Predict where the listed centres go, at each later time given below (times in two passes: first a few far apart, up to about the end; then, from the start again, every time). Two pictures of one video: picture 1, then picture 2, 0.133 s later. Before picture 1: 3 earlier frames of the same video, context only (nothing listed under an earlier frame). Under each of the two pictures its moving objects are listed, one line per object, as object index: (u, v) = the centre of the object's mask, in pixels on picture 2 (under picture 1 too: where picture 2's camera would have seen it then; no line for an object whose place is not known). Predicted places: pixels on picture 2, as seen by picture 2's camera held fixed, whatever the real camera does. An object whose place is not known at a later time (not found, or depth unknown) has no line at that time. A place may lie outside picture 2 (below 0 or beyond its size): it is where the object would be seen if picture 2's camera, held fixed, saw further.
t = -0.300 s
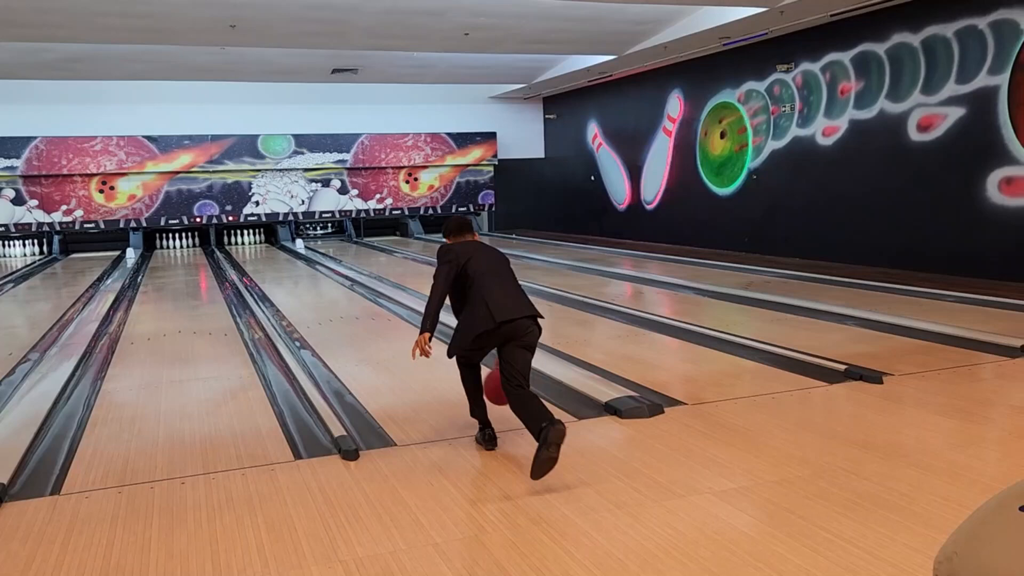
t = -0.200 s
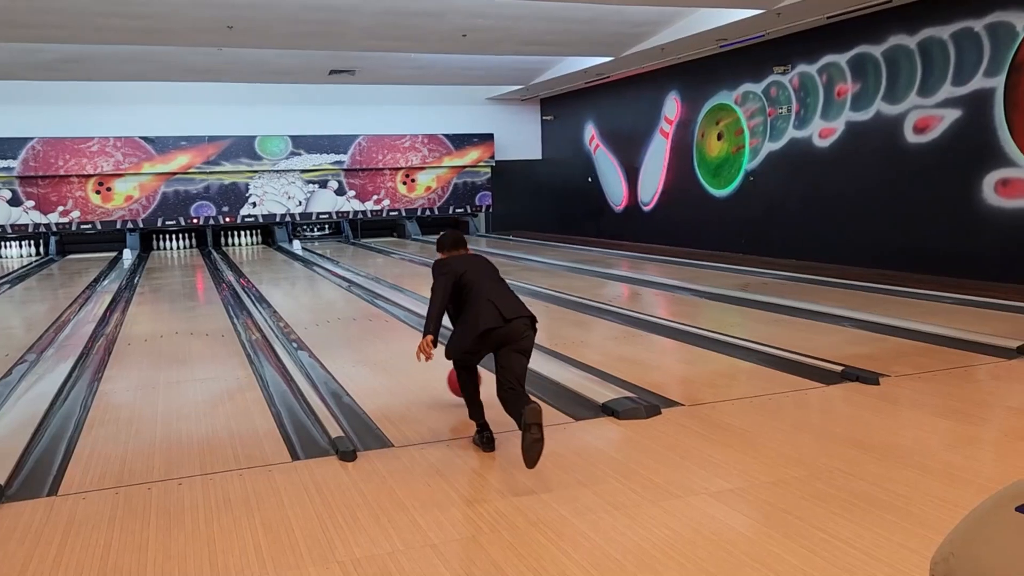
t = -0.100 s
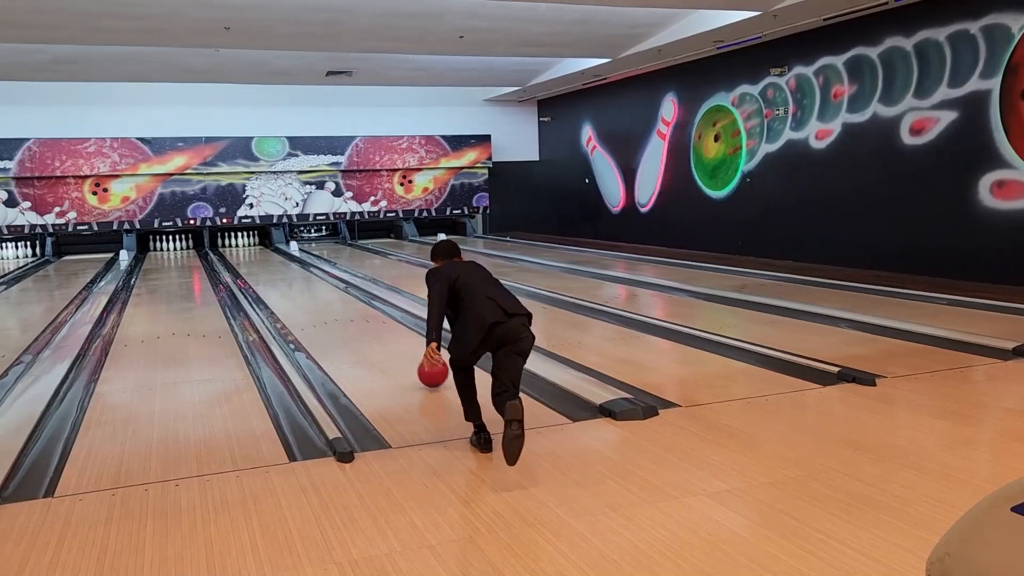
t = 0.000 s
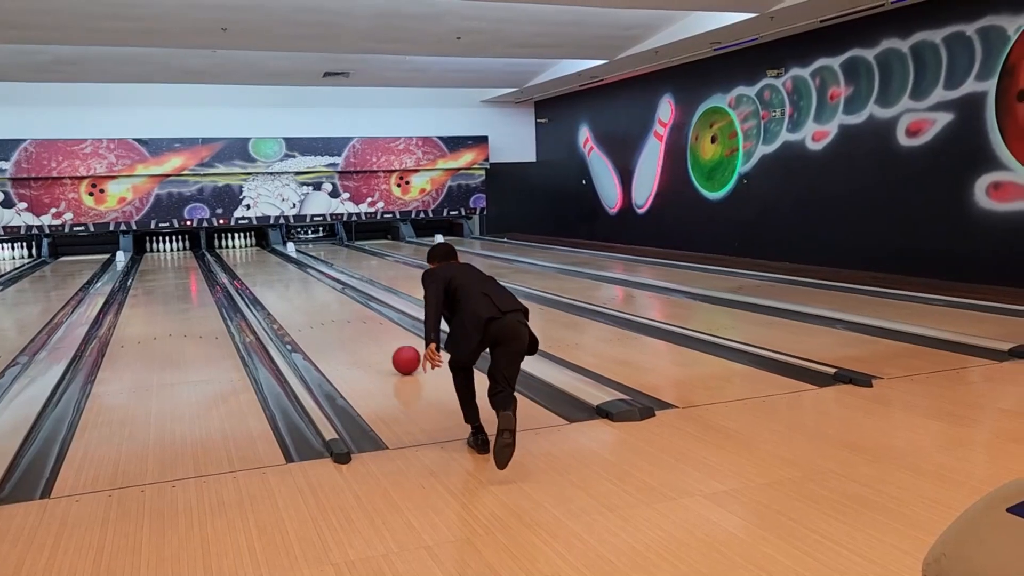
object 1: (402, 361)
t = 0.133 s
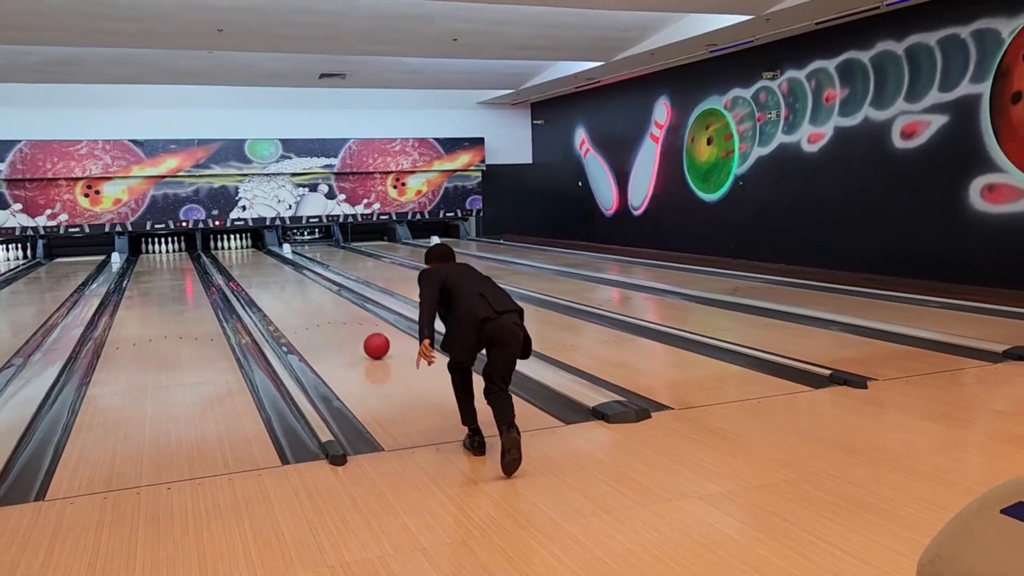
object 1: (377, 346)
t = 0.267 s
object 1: (356, 333)
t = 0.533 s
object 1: (325, 313)
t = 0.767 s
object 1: (306, 301)
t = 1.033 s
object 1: (289, 289)
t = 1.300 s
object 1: (278, 281)
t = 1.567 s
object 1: (268, 275)
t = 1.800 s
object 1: (262, 270)
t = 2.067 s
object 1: (256, 265)
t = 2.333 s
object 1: (251, 261)
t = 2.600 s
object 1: (246, 258)
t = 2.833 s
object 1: (242, 255)
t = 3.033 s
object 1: (240, 253)
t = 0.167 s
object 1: (371, 342)
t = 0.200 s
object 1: (366, 339)
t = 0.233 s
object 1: (361, 336)
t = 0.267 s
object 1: (356, 333)
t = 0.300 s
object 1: (351, 330)
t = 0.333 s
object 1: (347, 327)
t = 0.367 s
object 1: (343, 325)
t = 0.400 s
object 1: (339, 322)
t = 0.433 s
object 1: (335, 320)
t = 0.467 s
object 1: (332, 317)
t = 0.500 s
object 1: (328, 315)
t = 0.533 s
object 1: (325, 313)
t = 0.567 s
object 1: (322, 311)
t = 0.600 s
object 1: (319, 309)
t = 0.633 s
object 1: (316, 307)
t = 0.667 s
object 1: (313, 306)
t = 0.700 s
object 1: (311, 304)
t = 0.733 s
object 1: (308, 302)
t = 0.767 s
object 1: (306, 301)
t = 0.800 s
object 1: (303, 299)
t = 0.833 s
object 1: (301, 297)
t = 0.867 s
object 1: (299, 296)
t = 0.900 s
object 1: (297, 295)
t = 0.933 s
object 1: (295, 293)
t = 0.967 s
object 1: (293, 292)
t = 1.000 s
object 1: (291, 291)
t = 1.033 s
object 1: (289, 289)
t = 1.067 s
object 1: (288, 288)
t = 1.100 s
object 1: (286, 287)
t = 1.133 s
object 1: (285, 286)
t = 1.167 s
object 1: (283, 285)
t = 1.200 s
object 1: (282, 284)
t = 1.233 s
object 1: (280, 283)
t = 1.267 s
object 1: (279, 282)
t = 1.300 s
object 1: (278, 281)
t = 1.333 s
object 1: (276, 280)
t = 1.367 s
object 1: (275, 279)
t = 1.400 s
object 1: (274, 279)
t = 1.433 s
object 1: (273, 278)
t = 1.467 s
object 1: (272, 277)
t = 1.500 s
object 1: (270, 276)
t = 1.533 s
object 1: (269, 275)
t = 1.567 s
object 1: (268, 275)
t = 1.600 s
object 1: (267, 274)
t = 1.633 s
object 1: (267, 273)
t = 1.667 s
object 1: (266, 272)
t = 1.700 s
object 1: (265, 272)
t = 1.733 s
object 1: (264, 271)
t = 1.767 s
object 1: (263, 270)
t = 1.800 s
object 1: (262, 270)
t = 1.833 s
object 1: (261, 269)
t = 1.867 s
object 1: (260, 269)
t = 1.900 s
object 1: (260, 268)
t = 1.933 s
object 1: (259, 267)
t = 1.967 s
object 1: (258, 267)
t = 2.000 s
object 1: (257, 266)
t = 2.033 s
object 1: (257, 266)
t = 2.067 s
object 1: (256, 265)
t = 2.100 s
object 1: (255, 265)
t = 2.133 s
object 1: (255, 264)
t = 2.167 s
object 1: (254, 264)
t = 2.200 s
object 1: (253, 263)
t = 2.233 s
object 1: (253, 263)
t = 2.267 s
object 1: (252, 262)
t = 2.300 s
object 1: (251, 262)
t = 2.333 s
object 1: (251, 261)
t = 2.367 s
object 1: (250, 261)
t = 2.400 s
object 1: (250, 260)
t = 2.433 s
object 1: (249, 260)
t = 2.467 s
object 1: (248, 260)
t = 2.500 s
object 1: (248, 259)
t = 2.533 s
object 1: (248, 259)
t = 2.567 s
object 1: (247, 258)
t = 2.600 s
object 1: (246, 258)
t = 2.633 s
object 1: (246, 258)
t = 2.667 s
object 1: (245, 257)
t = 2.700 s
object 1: (245, 257)
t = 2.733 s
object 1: (244, 256)
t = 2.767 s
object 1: (244, 256)
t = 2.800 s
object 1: (243, 256)
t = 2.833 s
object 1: (242, 255)
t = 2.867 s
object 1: (242, 255)
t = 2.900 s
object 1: (242, 254)
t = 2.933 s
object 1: (241, 254)
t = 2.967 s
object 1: (241, 254)
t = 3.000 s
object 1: (240, 253)
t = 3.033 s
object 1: (240, 253)
